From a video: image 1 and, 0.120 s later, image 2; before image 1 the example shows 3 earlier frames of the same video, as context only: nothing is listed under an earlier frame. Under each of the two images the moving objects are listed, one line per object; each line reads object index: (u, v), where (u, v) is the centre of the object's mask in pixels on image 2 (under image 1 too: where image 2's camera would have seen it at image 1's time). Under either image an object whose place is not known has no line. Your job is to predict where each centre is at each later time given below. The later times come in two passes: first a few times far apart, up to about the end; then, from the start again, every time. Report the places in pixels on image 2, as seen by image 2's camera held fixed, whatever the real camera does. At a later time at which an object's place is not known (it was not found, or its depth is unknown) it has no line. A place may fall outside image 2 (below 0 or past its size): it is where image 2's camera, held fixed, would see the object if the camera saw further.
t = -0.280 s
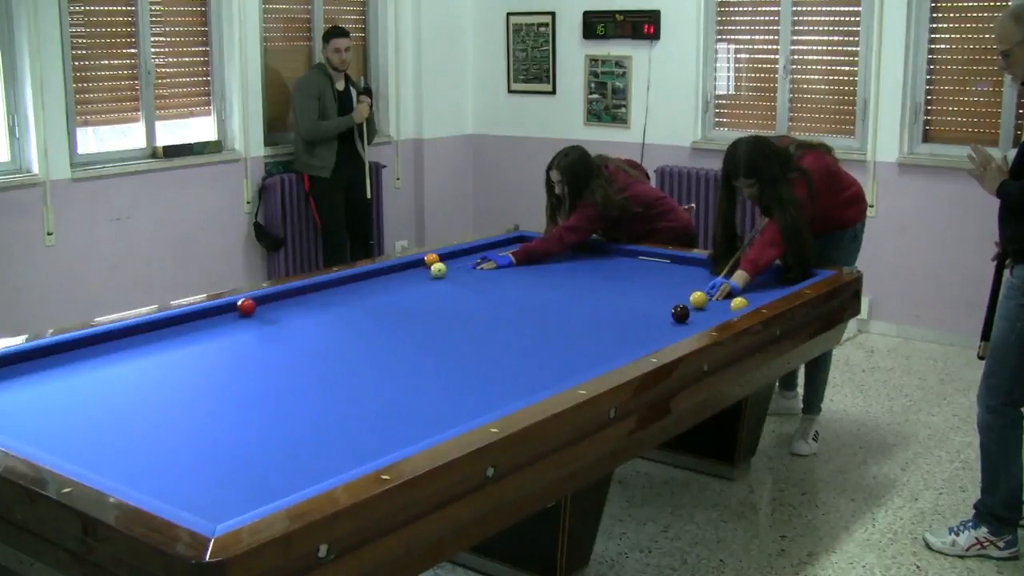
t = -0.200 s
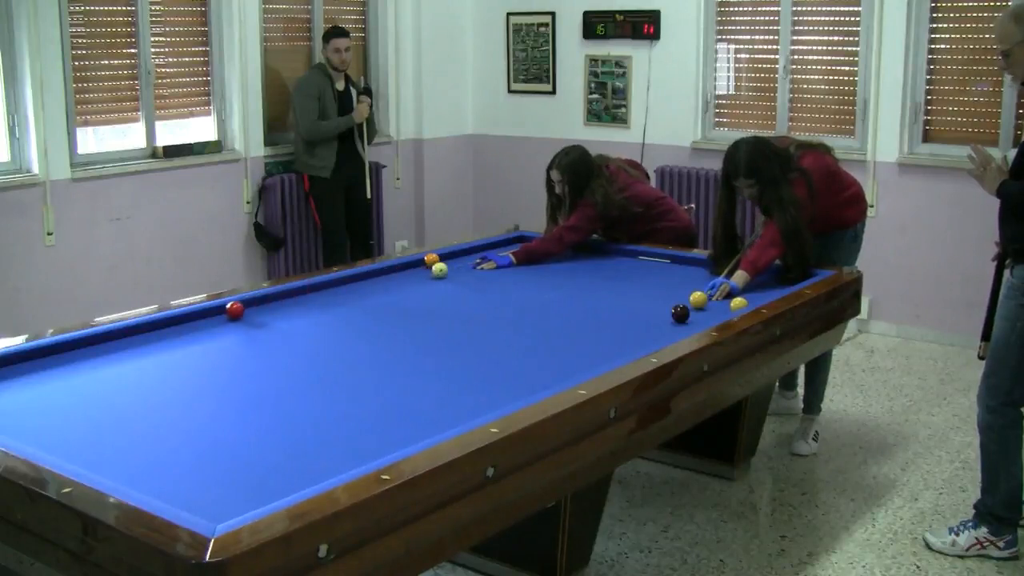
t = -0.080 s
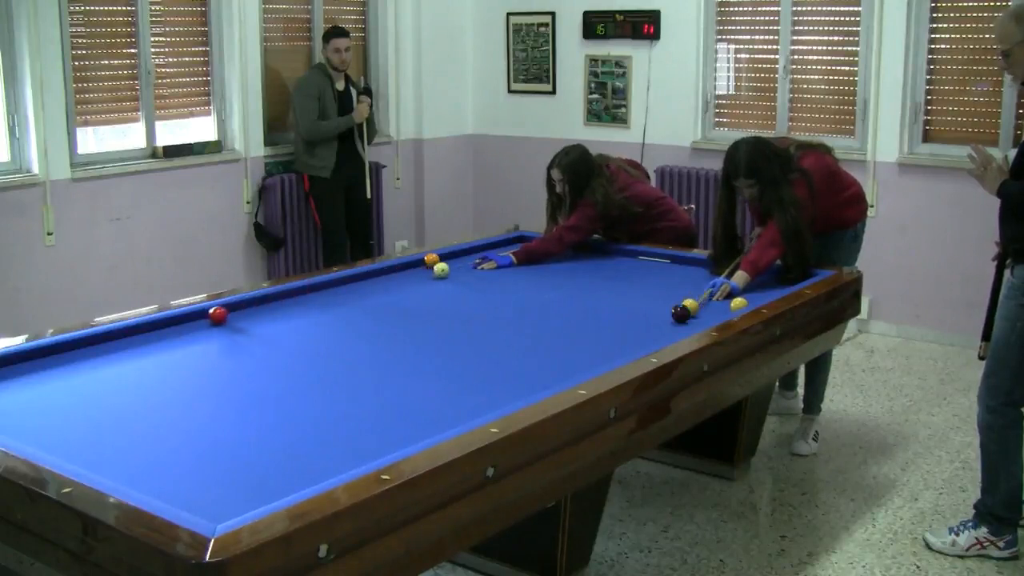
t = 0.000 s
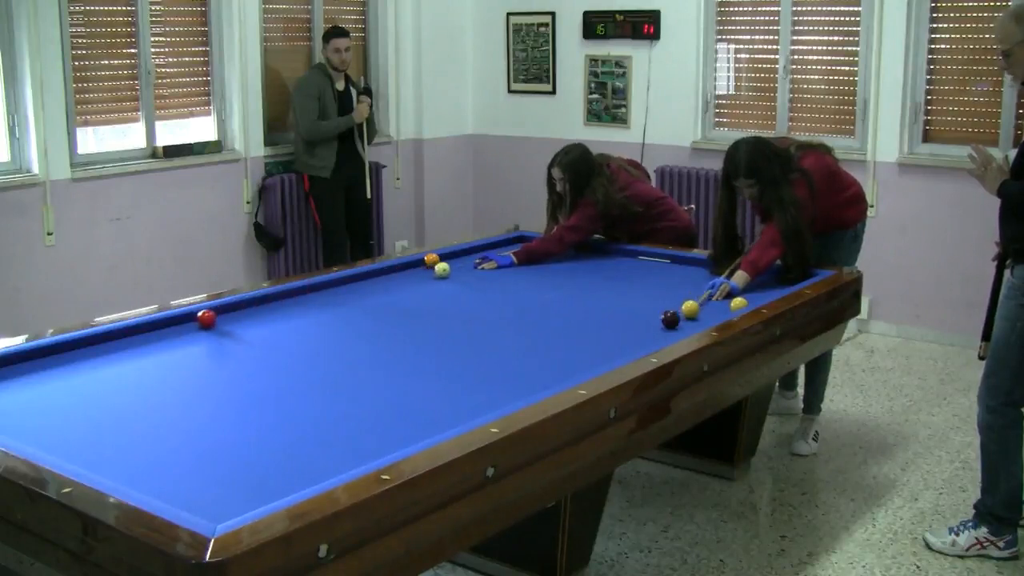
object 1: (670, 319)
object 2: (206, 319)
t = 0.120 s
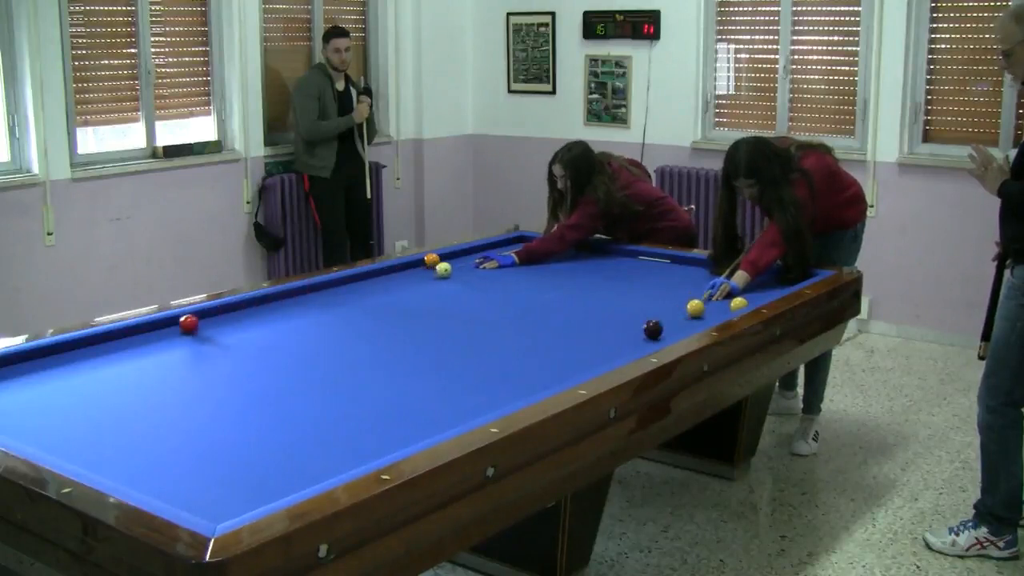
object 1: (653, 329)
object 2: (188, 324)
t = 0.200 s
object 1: (642, 335)
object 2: (177, 327)
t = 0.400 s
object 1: (612, 352)
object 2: (146, 337)
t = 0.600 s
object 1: (580, 367)
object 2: (114, 346)
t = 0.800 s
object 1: (540, 385)
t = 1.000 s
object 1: (490, 404)
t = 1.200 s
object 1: (436, 424)
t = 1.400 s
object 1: (377, 445)
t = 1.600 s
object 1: (313, 468)
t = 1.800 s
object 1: (244, 492)
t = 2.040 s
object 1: (214, 500)
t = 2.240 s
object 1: (249, 484)
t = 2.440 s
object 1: (280, 469)
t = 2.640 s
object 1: (310, 455)
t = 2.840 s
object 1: (337, 443)
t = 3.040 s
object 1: (362, 431)
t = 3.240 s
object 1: (386, 420)
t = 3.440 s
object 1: (408, 410)
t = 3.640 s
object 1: (428, 400)
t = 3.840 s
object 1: (447, 392)
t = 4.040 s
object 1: (465, 383)
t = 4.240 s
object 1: (481, 376)
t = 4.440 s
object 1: (496, 368)
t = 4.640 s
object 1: (511, 362)
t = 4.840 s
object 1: (524, 356)
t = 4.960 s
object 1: (531, 352)
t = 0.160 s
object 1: (647, 332)
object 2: (183, 326)
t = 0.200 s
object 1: (642, 335)
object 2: (177, 327)
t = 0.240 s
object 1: (636, 338)
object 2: (171, 329)
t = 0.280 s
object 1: (630, 342)
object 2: (165, 331)
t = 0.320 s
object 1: (625, 345)
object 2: (158, 333)
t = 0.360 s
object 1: (619, 348)
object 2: (152, 335)
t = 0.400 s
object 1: (612, 352)
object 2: (146, 337)
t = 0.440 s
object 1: (606, 355)
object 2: (140, 339)
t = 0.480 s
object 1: (600, 358)
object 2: (134, 340)
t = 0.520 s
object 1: (593, 361)
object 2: (127, 342)
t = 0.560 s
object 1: (586, 364)
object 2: (121, 344)
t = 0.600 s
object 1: (580, 367)
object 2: (114, 346)
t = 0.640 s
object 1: (572, 371)
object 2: (108, 348)
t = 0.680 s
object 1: (565, 374)
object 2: (101, 350)
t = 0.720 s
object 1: (558, 378)
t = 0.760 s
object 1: (549, 381)
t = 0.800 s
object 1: (540, 385)
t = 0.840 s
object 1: (530, 389)
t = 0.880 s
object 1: (520, 393)
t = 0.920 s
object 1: (510, 397)
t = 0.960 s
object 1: (500, 400)
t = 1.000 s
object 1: (490, 404)
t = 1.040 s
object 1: (480, 408)
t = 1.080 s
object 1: (469, 412)
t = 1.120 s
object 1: (458, 416)
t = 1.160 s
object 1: (448, 420)
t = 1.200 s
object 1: (436, 424)
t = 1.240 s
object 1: (425, 428)
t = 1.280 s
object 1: (413, 432)
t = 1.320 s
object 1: (401, 436)
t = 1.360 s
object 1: (389, 441)
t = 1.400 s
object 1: (377, 445)
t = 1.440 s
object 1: (365, 449)
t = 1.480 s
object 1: (352, 454)
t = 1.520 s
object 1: (340, 459)
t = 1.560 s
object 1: (326, 464)
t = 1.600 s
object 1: (313, 468)
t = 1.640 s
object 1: (300, 473)
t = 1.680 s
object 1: (286, 477)
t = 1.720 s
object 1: (272, 482)
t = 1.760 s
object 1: (258, 487)
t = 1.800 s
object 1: (244, 492)
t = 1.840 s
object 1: (229, 497)
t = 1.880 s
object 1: (214, 503)
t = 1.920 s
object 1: (199, 505)
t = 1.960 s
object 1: (195, 505)
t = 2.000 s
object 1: (206, 504)
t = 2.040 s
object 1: (214, 500)
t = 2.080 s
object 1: (221, 497)
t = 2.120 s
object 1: (228, 494)
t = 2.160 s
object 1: (235, 490)
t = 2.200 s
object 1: (242, 487)
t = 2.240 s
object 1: (249, 484)
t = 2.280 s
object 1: (255, 481)
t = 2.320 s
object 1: (262, 478)
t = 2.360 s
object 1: (268, 475)
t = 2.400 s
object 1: (274, 472)
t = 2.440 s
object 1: (280, 469)
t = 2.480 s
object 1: (286, 467)
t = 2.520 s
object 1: (292, 464)
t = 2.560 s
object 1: (298, 461)
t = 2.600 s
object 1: (304, 458)
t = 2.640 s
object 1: (310, 455)
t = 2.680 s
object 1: (315, 453)
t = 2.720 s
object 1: (321, 450)
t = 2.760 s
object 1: (326, 448)
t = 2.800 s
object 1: (332, 445)
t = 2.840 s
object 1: (337, 443)
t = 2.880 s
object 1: (342, 440)
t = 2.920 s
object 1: (347, 438)
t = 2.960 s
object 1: (352, 436)
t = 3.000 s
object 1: (357, 433)
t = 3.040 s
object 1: (362, 431)
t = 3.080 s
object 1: (367, 429)
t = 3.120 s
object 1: (372, 427)
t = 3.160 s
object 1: (377, 424)
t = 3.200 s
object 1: (381, 423)
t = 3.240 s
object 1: (386, 420)
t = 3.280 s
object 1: (390, 418)
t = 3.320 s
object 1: (394, 416)
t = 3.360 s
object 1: (399, 414)
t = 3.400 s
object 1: (403, 412)
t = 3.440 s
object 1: (408, 410)
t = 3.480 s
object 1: (412, 408)
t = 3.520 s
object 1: (416, 406)
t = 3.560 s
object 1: (420, 404)
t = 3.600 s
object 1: (424, 402)
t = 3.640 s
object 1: (428, 400)
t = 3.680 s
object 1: (432, 399)
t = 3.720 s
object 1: (435, 397)
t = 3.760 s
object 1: (439, 395)
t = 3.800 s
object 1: (443, 393)
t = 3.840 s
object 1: (447, 392)
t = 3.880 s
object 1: (450, 390)
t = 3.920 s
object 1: (454, 388)
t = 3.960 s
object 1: (458, 387)
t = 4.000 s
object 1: (461, 385)
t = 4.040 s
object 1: (465, 383)
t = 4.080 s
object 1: (468, 382)
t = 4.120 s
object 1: (471, 380)
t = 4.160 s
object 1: (475, 379)
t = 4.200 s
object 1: (478, 377)
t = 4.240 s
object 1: (481, 376)
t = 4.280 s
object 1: (484, 374)
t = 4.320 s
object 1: (487, 373)
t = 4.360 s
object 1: (490, 372)
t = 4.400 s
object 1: (493, 370)
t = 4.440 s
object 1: (496, 368)
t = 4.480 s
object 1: (499, 367)
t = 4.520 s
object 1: (502, 366)
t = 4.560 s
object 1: (505, 365)
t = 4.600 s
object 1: (508, 363)
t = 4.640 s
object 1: (511, 362)
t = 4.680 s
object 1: (513, 361)
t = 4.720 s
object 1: (516, 359)
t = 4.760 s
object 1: (518, 358)
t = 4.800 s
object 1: (521, 357)
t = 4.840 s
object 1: (524, 356)
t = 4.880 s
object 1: (526, 355)
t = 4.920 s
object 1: (529, 353)
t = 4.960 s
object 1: (531, 352)
